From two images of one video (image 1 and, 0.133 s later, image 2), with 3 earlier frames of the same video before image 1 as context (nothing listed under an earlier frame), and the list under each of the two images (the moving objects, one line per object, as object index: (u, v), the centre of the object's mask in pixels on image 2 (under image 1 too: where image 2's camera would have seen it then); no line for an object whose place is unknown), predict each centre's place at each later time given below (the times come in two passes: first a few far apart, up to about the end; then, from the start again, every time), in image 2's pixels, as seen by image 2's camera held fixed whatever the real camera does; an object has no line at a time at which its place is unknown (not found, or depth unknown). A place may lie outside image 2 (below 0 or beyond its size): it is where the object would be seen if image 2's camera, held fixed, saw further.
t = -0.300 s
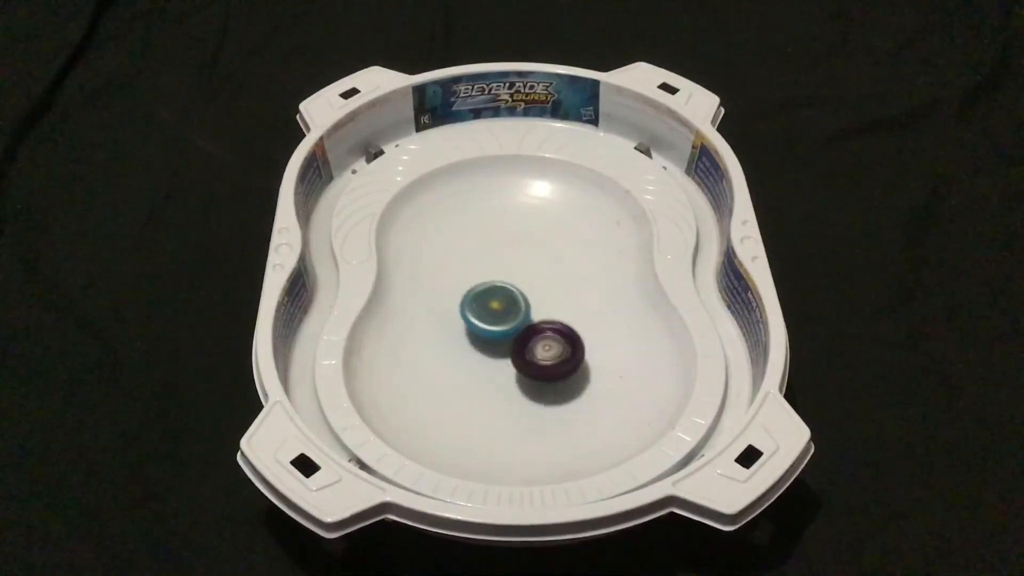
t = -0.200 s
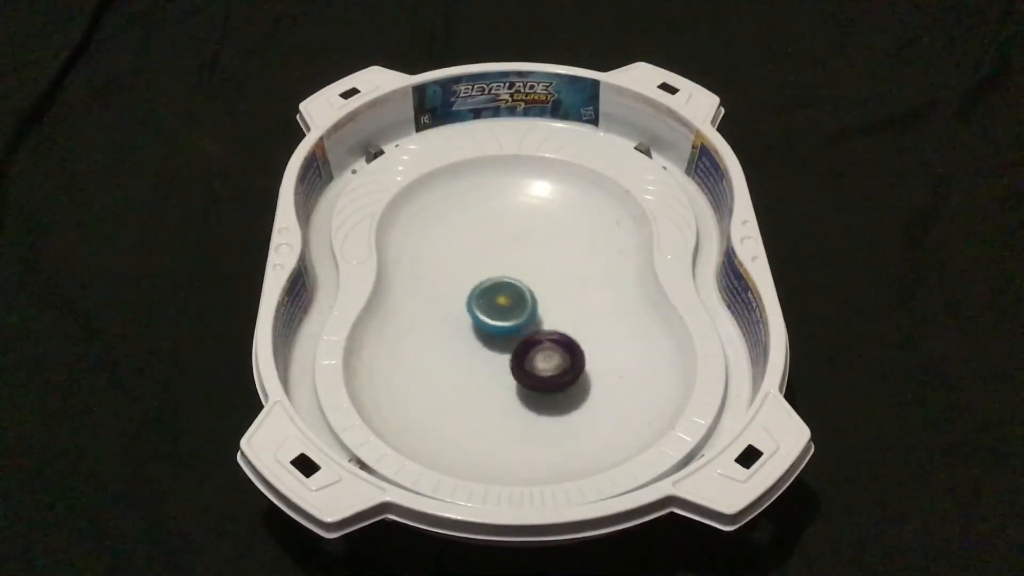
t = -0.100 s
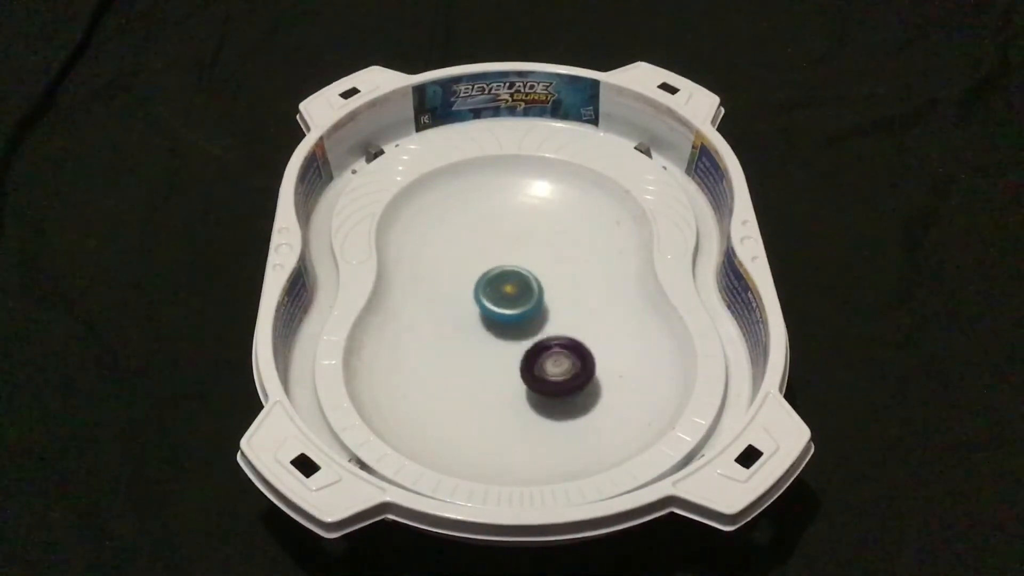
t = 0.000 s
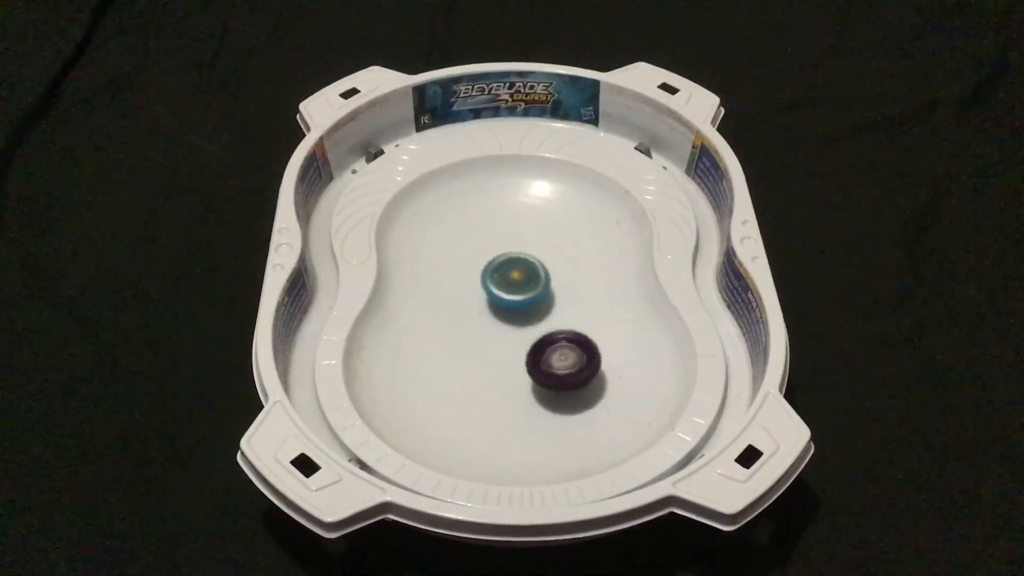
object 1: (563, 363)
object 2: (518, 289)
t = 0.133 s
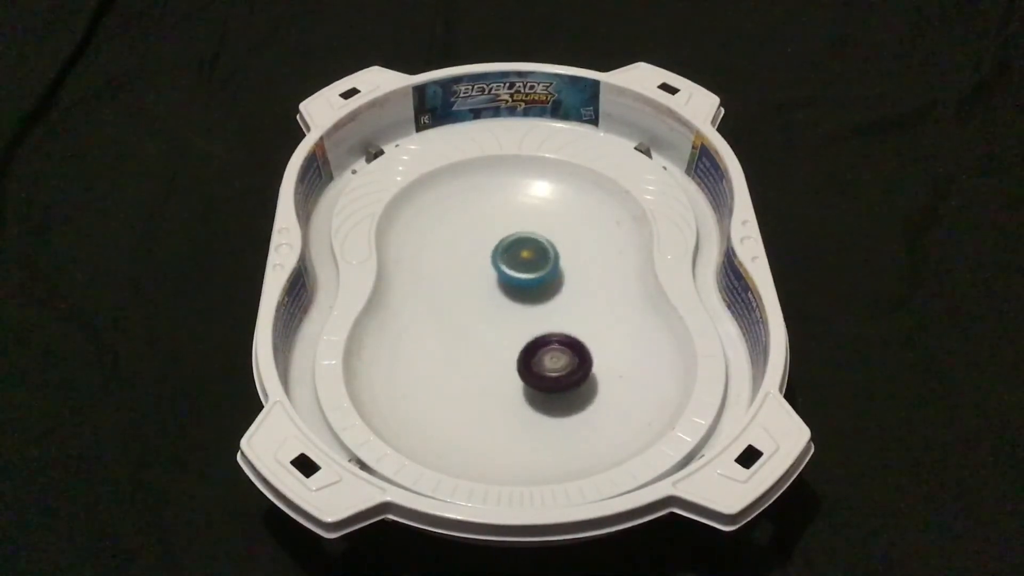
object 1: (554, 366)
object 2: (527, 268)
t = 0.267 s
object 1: (552, 369)
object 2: (539, 244)
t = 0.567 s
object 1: (545, 378)
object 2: (490, 216)
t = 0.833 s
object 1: (529, 375)
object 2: (502, 264)
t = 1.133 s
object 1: (505, 370)
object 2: (550, 270)
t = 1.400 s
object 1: (504, 370)
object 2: (569, 230)
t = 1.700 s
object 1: (491, 359)
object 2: (506, 240)
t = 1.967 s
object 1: (494, 355)
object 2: (503, 290)
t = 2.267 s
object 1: (524, 394)
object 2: (503, 312)
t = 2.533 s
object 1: (584, 365)
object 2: (509, 333)
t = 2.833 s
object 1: (595, 359)
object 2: (500, 317)
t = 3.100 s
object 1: (562, 359)
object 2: (504, 313)
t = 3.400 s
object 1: (524, 383)
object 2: (527, 292)
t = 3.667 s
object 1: (517, 391)
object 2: (546, 259)
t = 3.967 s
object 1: (508, 376)
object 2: (532, 220)
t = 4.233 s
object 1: (485, 355)
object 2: (496, 241)
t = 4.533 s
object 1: (473, 353)
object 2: (513, 276)
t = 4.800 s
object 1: (497, 351)
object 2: (522, 299)
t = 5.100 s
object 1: (538, 374)
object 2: (536, 292)
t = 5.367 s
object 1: (575, 365)
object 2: (539, 272)
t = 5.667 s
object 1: (566, 349)
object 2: (540, 256)
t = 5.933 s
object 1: (529, 355)
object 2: (538, 243)
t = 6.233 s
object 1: (499, 376)
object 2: (521, 243)
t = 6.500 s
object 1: (507, 380)
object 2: (511, 258)
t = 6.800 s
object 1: (512, 364)
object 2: (504, 284)
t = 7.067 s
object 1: (506, 361)
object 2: (504, 301)
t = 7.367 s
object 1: (527, 371)
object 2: (516, 300)
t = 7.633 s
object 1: (545, 365)
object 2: (532, 291)
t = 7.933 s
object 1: (543, 354)
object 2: (543, 276)
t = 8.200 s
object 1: (533, 354)
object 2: (544, 263)
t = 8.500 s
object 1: (517, 361)
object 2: (534, 255)
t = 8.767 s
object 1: (522, 368)
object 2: (520, 258)
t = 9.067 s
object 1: (534, 365)
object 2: (503, 273)
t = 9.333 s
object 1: (529, 357)
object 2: (495, 297)
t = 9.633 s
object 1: (533, 377)
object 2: (499, 310)
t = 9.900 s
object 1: (557, 379)
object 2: (512, 310)
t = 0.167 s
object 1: (553, 368)
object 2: (530, 262)
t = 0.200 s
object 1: (553, 368)
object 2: (533, 256)
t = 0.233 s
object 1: (553, 369)
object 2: (536, 250)
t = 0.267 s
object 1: (552, 369)
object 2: (539, 244)
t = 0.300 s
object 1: (552, 369)
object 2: (541, 237)
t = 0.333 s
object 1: (551, 368)
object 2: (541, 231)
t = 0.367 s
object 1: (550, 369)
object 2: (539, 224)
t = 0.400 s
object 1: (549, 370)
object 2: (534, 219)
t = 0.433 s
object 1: (547, 372)
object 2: (527, 215)
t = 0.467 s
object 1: (546, 375)
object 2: (518, 212)
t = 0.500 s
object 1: (545, 377)
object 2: (508, 211)
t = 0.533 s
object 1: (545, 378)
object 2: (498, 213)
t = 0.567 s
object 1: (545, 378)
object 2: (490, 216)
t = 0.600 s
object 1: (545, 377)
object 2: (483, 220)
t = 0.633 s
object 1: (544, 377)
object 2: (478, 226)
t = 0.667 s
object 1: (543, 375)
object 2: (476, 233)
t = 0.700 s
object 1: (540, 373)
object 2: (477, 241)
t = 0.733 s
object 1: (537, 373)
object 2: (482, 248)
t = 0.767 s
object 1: (534, 373)
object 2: (488, 254)
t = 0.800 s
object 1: (531, 374)
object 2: (495, 259)
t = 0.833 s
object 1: (529, 375)
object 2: (502, 264)
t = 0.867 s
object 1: (527, 376)
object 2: (509, 267)
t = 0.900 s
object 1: (526, 376)
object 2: (515, 270)
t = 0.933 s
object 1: (524, 375)
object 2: (521, 272)
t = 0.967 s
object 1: (522, 375)
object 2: (527, 274)
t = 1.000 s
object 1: (519, 372)
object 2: (532, 274)
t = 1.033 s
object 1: (516, 372)
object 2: (537, 275)
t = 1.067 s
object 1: (513, 371)
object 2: (542, 274)
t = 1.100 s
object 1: (509, 370)
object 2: (546, 273)
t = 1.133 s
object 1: (505, 370)
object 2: (550, 270)
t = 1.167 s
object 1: (502, 371)
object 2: (554, 267)
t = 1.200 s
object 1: (499, 372)
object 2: (558, 263)
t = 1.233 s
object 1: (499, 374)
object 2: (562, 259)
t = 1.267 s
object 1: (499, 374)
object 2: (565, 253)
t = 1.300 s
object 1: (502, 374)
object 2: (568, 248)
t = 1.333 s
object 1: (503, 373)
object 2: (571, 242)
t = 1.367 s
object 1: (504, 371)
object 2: (571, 236)
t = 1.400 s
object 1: (504, 370)
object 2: (569, 230)
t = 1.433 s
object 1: (503, 369)
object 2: (564, 225)
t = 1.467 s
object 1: (501, 369)
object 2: (557, 222)
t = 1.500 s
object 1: (500, 368)
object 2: (548, 220)
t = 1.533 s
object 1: (500, 367)
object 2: (539, 220)
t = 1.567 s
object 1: (500, 366)
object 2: (530, 221)
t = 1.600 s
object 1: (499, 364)
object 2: (521, 224)
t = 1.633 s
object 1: (497, 362)
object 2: (513, 229)
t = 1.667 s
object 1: (494, 360)
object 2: (508, 234)
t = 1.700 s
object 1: (491, 359)
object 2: (506, 240)
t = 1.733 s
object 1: (489, 358)
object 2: (505, 246)
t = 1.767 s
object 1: (487, 357)
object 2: (506, 252)
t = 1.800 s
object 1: (487, 357)
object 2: (506, 258)
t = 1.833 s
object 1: (488, 357)
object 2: (506, 264)
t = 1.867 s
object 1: (489, 357)
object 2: (505, 270)
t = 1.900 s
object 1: (491, 357)
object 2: (505, 277)
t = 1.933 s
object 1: (493, 356)
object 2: (504, 284)
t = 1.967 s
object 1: (494, 355)
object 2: (503, 290)
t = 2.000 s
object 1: (496, 354)
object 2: (502, 294)
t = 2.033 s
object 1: (497, 353)
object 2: (501, 298)
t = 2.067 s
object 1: (498, 357)
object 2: (501, 301)
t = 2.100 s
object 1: (500, 359)
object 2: (501, 305)
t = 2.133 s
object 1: (502, 362)
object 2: (501, 309)
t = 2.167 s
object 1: (504, 372)
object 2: (501, 311)
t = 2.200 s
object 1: (509, 384)
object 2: (503, 312)
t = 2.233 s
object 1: (515, 391)
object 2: (504, 312)
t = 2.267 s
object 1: (524, 394)
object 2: (503, 312)
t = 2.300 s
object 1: (534, 395)
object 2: (503, 314)
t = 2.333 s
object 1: (545, 394)
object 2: (502, 316)
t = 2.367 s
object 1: (556, 391)
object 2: (502, 319)
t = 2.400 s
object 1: (566, 386)
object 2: (502, 322)
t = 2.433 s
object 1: (575, 381)
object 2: (503, 325)
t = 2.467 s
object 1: (581, 375)
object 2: (504, 328)
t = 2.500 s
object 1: (583, 371)
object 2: (506, 330)
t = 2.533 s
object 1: (584, 365)
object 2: (509, 333)
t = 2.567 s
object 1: (583, 362)
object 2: (510, 334)
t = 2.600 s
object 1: (581, 359)
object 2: (512, 335)
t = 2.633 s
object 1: (578, 356)
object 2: (513, 335)
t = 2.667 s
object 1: (580, 358)
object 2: (512, 331)
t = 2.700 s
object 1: (587, 363)
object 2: (507, 325)
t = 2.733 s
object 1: (591, 364)
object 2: (504, 321)
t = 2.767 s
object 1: (593, 363)
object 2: (503, 319)
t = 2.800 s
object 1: (595, 361)
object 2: (501, 318)
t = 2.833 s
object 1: (595, 359)
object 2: (500, 317)
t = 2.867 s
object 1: (594, 357)
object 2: (500, 317)
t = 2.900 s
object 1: (591, 356)
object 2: (499, 316)
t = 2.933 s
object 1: (587, 355)
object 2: (499, 316)
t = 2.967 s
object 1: (583, 354)
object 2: (500, 316)
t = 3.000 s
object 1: (579, 354)
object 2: (500, 315)
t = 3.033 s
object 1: (573, 355)
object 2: (502, 315)
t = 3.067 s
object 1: (568, 355)
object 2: (503, 314)
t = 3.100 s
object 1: (562, 359)
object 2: (504, 313)
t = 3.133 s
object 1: (556, 361)
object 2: (506, 310)
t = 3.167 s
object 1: (550, 363)
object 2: (508, 308)
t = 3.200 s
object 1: (543, 366)
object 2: (511, 306)
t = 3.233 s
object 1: (539, 369)
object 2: (513, 305)
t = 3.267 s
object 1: (534, 372)
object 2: (516, 303)
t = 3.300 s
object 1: (531, 374)
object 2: (519, 301)
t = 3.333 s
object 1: (529, 378)
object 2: (522, 298)
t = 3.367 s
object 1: (527, 381)
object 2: (524, 295)
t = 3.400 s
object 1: (524, 383)
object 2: (527, 292)
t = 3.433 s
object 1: (522, 385)
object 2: (530, 289)
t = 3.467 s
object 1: (520, 387)
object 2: (532, 285)
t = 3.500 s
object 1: (519, 388)
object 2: (535, 282)
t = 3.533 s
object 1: (518, 390)
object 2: (537, 278)
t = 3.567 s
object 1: (518, 391)
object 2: (540, 273)
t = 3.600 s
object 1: (517, 391)
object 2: (542, 268)
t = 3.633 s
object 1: (517, 392)
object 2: (544, 264)
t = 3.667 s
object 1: (517, 391)
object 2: (546, 259)
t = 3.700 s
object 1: (517, 391)
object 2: (548, 254)
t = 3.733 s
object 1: (516, 390)
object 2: (551, 249)
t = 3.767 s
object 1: (516, 389)
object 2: (553, 243)
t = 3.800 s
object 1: (515, 387)
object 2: (554, 238)
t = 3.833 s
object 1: (515, 385)
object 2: (553, 233)
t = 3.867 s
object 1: (513, 383)
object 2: (550, 228)
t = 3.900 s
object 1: (511, 381)
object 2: (545, 224)
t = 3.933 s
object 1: (509, 379)
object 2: (539, 221)
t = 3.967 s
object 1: (508, 376)
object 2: (532, 220)
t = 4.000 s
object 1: (507, 373)
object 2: (525, 219)
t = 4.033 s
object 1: (505, 370)
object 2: (518, 219)
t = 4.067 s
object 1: (502, 368)
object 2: (512, 221)
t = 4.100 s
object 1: (499, 365)
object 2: (506, 224)
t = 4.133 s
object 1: (496, 362)
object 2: (501, 227)
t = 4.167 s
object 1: (492, 359)
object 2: (497, 232)
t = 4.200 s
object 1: (488, 356)
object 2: (496, 236)
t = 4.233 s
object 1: (485, 355)
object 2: (496, 241)
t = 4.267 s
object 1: (482, 353)
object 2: (498, 245)
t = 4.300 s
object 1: (480, 352)
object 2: (500, 249)
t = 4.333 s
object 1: (477, 352)
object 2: (502, 254)
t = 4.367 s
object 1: (476, 352)
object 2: (504, 257)
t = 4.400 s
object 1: (475, 352)
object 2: (506, 261)
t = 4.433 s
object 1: (474, 352)
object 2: (508, 265)
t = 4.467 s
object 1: (473, 352)
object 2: (510, 268)
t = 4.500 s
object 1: (473, 353)
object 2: (512, 272)
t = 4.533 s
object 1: (473, 353)
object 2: (513, 276)
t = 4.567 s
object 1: (474, 354)
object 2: (514, 279)
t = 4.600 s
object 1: (476, 355)
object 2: (515, 283)
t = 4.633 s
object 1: (479, 355)
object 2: (517, 286)
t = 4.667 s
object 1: (481, 355)
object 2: (517, 289)
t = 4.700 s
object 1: (485, 356)
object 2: (519, 293)
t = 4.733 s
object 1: (489, 353)
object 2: (520, 295)
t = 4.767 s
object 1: (493, 352)
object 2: (521, 297)
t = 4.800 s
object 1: (497, 351)
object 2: (522, 299)
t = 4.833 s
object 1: (502, 350)
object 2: (523, 300)
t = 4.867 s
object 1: (505, 352)
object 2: (525, 301)
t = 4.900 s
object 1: (509, 352)
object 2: (527, 301)
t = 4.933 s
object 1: (513, 353)
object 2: (528, 302)
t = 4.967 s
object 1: (515, 361)
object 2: (530, 301)
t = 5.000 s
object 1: (519, 366)
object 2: (532, 299)
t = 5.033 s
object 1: (524, 370)
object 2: (534, 297)
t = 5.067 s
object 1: (531, 372)
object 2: (535, 294)
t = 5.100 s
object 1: (538, 374)
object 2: (536, 292)
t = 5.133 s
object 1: (545, 375)
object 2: (537, 289)
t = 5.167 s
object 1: (552, 375)
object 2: (537, 286)
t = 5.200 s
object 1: (559, 374)
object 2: (538, 283)
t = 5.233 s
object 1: (564, 373)
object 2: (538, 281)
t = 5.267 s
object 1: (569, 371)
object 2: (538, 279)
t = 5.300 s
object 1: (572, 369)
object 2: (538, 277)
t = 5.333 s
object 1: (574, 367)
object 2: (539, 274)
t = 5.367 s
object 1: (575, 365)
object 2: (539, 272)
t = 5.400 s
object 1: (576, 363)
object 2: (539, 270)
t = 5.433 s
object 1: (578, 361)
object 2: (540, 268)
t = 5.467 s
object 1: (579, 360)
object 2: (540, 266)
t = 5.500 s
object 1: (579, 357)
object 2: (540, 264)
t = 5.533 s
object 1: (579, 355)
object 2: (540, 263)
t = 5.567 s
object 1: (577, 354)
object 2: (540, 261)
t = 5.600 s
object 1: (574, 352)
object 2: (540, 259)
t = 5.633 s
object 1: (570, 350)
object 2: (540, 257)
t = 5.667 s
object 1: (566, 349)
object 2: (540, 256)
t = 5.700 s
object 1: (561, 350)
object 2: (540, 254)
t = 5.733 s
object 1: (556, 347)
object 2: (541, 252)
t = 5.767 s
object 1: (552, 350)
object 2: (541, 251)
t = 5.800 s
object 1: (547, 349)
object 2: (541, 249)
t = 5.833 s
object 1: (542, 350)
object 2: (540, 247)
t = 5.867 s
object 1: (538, 351)
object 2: (540, 246)
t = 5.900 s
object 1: (534, 353)
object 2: (539, 244)
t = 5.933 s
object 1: (529, 355)
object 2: (538, 243)
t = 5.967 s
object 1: (524, 355)
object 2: (537, 242)
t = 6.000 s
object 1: (519, 357)
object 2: (536, 241)
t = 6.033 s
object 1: (514, 359)
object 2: (534, 241)
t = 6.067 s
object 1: (510, 363)
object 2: (531, 240)
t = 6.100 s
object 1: (506, 366)
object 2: (529, 240)
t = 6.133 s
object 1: (503, 369)
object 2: (527, 241)
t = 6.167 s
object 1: (501, 372)
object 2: (525, 241)
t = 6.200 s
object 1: (499, 374)
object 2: (523, 242)
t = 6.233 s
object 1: (499, 376)
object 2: (521, 243)
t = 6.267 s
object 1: (500, 378)
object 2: (520, 244)
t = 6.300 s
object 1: (501, 379)
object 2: (518, 246)
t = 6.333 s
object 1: (503, 380)
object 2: (516, 248)
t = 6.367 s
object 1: (503, 381)
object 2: (515, 249)
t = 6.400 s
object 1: (504, 381)
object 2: (514, 251)
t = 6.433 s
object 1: (504, 381)
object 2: (513, 253)
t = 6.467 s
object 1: (505, 381)
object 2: (512, 256)
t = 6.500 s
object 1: (507, 380)
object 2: (511, 258)
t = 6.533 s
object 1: (509, 379)
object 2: (510, 260)
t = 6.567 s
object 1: (512, 377)
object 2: (509, 262)
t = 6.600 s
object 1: (513, 377)
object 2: (508, 265)
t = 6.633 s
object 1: (515, 374)
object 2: (508, 268)
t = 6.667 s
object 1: (515, 370)
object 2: (507, 271)
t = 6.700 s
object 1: (515, 368)
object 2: (506, 274)
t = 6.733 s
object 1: (514, 366)
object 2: (505, 277)
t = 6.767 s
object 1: (513, 364)
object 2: (504, 280)
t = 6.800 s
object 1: (512, 364)
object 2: (504, 284)
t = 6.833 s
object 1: (510, 361)
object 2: (503, 287)
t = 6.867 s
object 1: (509, 359)
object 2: (503, 291)
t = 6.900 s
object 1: (508, 358)
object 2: (503, 293)
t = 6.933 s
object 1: (507, 357)
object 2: (502, 295)
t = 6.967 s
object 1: (506, 356)
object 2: (502, 297)
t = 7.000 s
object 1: (506, 355)
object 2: (502, 299)
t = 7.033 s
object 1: (505, 356)
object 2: (503, 300)
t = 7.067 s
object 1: (506, 361)
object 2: (504, 301)
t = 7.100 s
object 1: (507, 365)
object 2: (505, 301)
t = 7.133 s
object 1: (508, 367)
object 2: (506, 302)
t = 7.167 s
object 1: (510, 368)
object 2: (507, 302)
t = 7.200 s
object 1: (512, 369)
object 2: (508, 302)
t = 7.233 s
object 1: (514, 370)
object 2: (509, 302)
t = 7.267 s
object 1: (517, 371)
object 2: (511, 301)
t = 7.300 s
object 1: (520, 371)
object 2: (513, 301)
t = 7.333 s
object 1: (524, 371)
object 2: (515, 300)
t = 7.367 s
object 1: (527, 371)
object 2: (516, 300)
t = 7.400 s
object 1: (531, 371)
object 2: (518, 299)
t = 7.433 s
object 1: (534, 371)
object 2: (520, 299)
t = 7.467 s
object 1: (536, 371)
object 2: (522, 297)
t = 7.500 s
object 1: (539, 370)
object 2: (524, 296)
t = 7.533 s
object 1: (541, 369)
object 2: (526, 296)
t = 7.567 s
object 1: (543, 367)
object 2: (528, 294)
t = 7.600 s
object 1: (544, 366)
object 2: (530, 293)
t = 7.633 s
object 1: (545, 365)
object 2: (532, 291)
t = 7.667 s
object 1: (545, 363)
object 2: (534, 290)
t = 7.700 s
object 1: (546, 362)
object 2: (535, 288)
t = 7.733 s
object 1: (546, 361)
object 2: (537, 287)
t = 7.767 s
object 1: (546, 360)
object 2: (538, 285)
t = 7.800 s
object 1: (546, 359)
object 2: (539, 283)
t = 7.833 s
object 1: (545, 358)
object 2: (540, 281)
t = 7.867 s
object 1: (545, 356)
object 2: (541, 280)
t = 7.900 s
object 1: (544, 355)
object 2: (542, 278)
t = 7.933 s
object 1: (543, 354)
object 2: (543, 276)
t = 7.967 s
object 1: (542, 353)
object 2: (544, 275)
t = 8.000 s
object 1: (541, 353)
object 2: (544, 273)
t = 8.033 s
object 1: (540, 353)
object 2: (544, 271)
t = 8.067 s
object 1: (539, 353)
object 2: (544, 269)
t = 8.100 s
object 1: (538, 353)
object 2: (544, 267)
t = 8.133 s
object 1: (537, 353)
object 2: (544, 266)
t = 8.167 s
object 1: (535, 354)
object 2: (544, 264)
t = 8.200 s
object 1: (533, 354)
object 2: (544, 263)
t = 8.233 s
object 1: (531, 354)
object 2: (543, 261)
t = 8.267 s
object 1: (529, 355)
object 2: (542, 260)
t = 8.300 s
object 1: (527, 354)
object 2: (541, 259)
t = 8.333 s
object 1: (525, 358)
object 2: (540, 258)
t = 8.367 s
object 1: (523, 358)
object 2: (539, 258)
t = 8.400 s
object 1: (521, 357)
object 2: (538, 257)
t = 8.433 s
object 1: (519, 361)
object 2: (537, 256)
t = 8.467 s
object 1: (518, 362)
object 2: (536, 256)
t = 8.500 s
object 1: (517, 361)
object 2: (534, 255)
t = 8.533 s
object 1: (517, 363)
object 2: (533, 255)
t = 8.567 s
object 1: (516, 366)
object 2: (531, 255)
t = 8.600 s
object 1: (517, 365)
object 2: (529, 255)
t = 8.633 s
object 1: (517, 366)
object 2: (527, 256)
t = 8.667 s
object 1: (518, 367)
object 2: (526, 256)
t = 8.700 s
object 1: (519, 367)
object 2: (524, 257)
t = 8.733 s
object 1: (520, 368)
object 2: (522, 257)
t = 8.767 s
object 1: (522, 368)
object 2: (520, 258)
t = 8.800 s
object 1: (524, 369)
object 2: (518, 259)
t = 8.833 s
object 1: (526, 369)
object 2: (516, 260)
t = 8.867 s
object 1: (528, 369)
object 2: (514, 262)
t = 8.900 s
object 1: (529, 368)
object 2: (512, 263)
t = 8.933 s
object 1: (531, 368)
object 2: (510, 265)
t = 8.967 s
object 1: (532, 367)
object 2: (508, 267)
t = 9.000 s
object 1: (533, 366)
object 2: (507, 268)
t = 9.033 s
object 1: (534, 366)
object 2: (505, 270)
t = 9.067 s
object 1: (534, 365)
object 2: (503, 273)
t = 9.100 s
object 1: (534, 363)
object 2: (501, 275)
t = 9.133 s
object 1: (534, 362)
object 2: (500, 278)
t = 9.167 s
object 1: (533, 361)
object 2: (499, 281)
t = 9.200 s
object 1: (533, 360)
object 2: (498, 285)
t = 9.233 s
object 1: (532, 359)
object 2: (497, 288)
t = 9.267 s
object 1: (531, 358)
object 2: (496, 291)
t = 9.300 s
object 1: (530, 358)
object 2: (496, 295)
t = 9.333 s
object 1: (529, 357)
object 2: (495, 297)
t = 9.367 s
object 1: (527, 356)
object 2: (495, 300)
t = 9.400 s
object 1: (526, 356)
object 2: (494, 302)
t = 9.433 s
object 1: (525, 355)
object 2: (494, 304)
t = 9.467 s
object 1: (524, 354)
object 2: (494, 307)
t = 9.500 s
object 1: (525, 360)
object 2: (494, 307)
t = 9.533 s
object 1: (525, 366)
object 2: (495, 307)
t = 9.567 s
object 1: (527, 369)
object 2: (497, 308)
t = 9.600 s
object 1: (530, 374)
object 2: (497, 309)
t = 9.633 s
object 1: (533, 377)
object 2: (499, 310)
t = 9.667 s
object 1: (537, 378)
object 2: (500, 311)
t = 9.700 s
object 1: (541, 379)
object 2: (501, 311)
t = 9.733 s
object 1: (544, 379)
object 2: (503, 311)
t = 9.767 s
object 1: (547, 380)
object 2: (504, 311)
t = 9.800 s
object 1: (550, 380)
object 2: (506, 311)
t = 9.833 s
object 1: (552, 380)
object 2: (508, 311)
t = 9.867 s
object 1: (554, 380)
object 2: (510, 311)
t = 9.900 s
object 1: (557, 379)
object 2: (512, 310)
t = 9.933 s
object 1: (558, 378)
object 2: (515, 310)
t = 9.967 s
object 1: (560, 377)
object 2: (517, 310)
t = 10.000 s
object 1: (561, 375)
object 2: (520, 309)
